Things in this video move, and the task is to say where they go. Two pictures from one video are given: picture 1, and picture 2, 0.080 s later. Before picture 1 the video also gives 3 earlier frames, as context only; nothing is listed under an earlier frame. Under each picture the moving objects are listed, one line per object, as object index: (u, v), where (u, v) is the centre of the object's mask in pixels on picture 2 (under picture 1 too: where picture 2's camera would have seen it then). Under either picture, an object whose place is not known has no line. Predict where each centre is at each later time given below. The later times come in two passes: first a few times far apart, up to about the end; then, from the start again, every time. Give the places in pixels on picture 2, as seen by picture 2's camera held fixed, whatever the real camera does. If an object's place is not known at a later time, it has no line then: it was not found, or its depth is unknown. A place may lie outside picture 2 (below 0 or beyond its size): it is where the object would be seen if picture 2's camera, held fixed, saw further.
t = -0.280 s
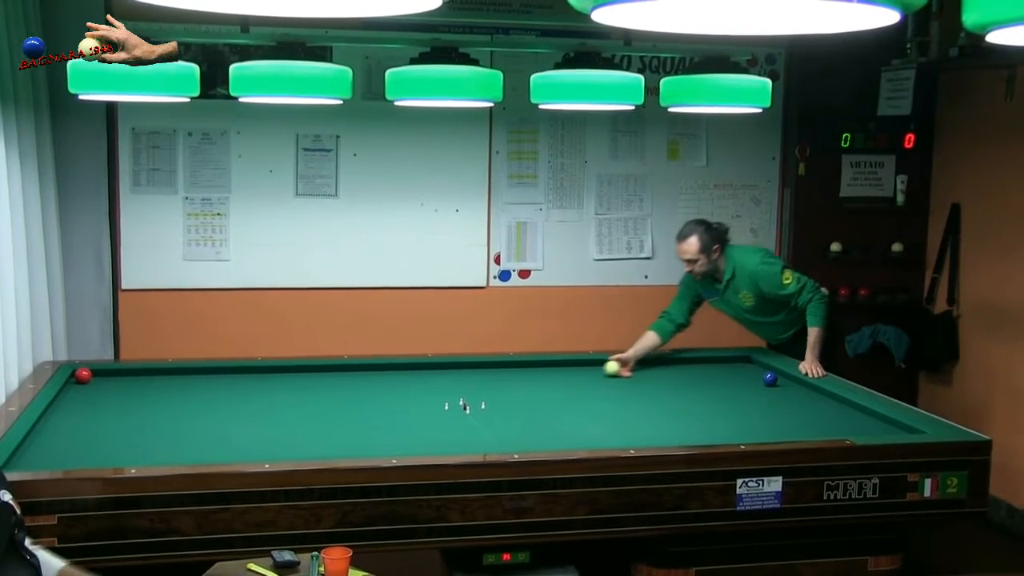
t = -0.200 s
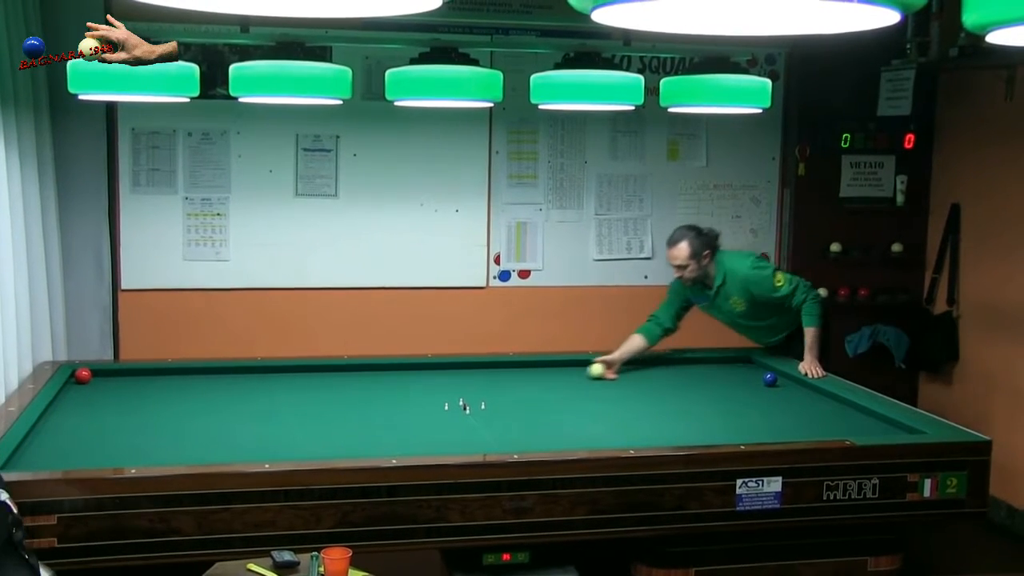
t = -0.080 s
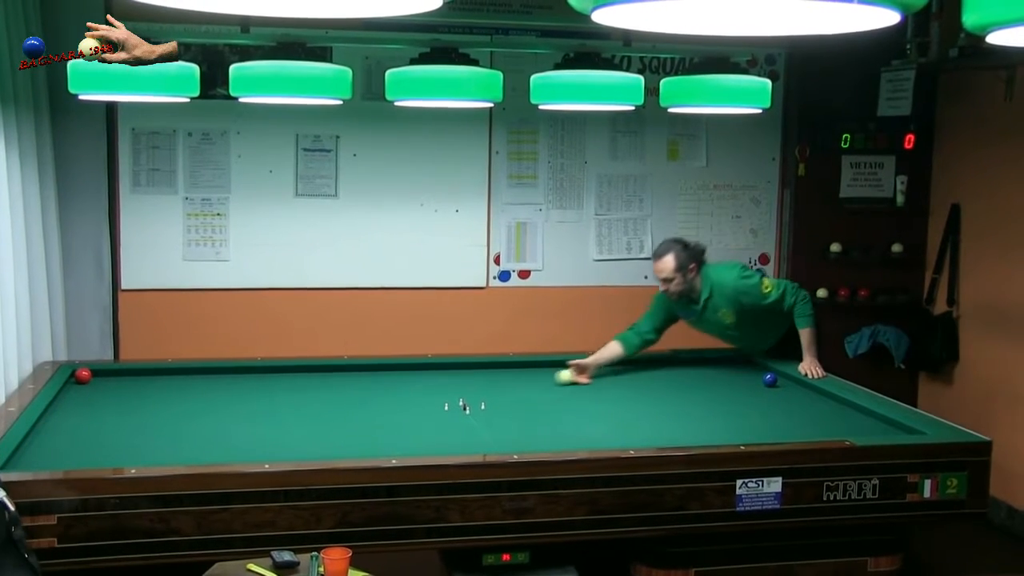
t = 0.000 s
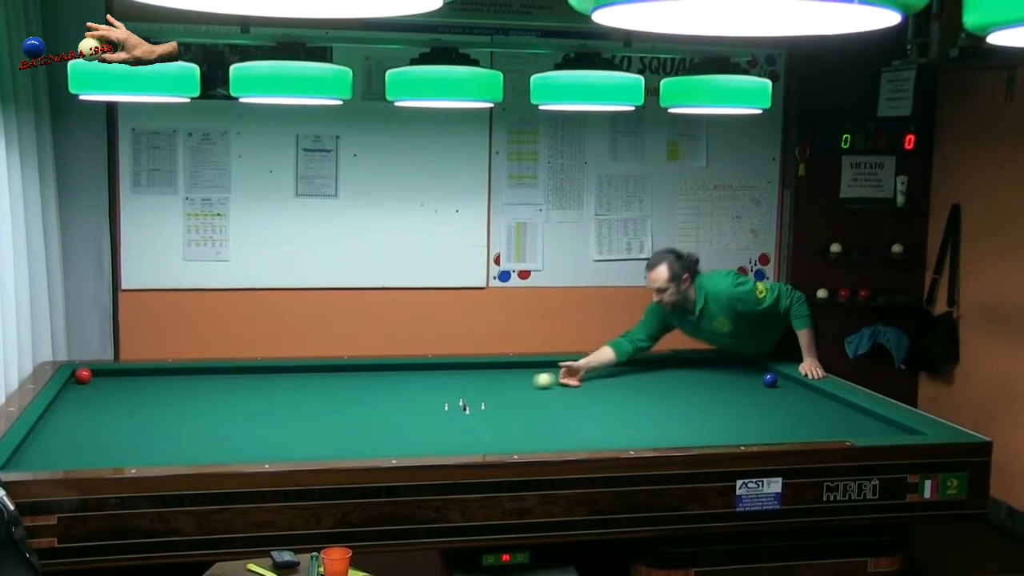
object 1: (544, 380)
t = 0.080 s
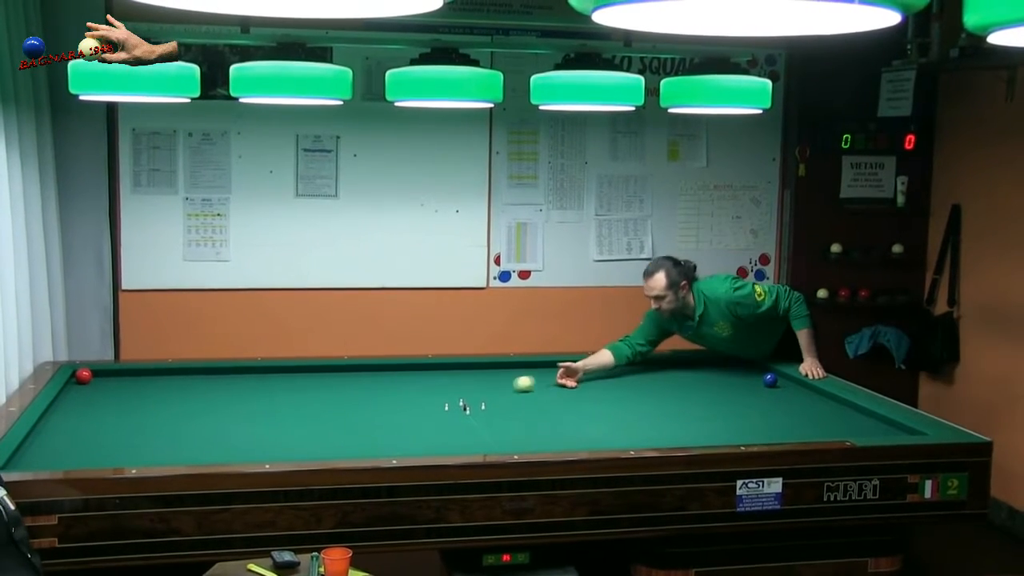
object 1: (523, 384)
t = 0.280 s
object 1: (476, 391)
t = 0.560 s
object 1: (404, 401)
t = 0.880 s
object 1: (314, 415)
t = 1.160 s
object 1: (227, 427)
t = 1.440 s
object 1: (132, 441)
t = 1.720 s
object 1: (26, 457)
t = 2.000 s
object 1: (82, 459)
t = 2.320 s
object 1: (140, 458)
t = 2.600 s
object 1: (186, 454)
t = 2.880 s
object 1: (229, 450)
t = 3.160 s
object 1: (270, 446)
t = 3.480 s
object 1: (312, 440)
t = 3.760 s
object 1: (348, 436)
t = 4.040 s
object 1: (381, 432)
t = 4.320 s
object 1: (412, 428)
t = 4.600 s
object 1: (440, 424)
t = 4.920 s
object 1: (471, 420)
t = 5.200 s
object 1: (496, 417)
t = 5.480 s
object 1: (519, 414)
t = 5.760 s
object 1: (541, 411)
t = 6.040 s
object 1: (562, 408)
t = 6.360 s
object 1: (585, 405)
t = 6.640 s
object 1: (602, 403)
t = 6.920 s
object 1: (620, 400)
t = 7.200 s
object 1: (635, 397)
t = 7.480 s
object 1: (650, 396)
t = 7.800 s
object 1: (666, 393)
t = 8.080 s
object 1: (679, 392)
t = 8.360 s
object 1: (690, 390)
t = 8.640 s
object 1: (701, 388)
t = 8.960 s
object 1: (713, 387)
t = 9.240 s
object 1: (722, 385)
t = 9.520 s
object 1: (731, 384)
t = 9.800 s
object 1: (739, 383)
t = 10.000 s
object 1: (743, 383)
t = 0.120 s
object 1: (514, 385)
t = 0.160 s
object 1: (505, 386)
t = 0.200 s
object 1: (495, 388)
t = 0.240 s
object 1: (486, 389)
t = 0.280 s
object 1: (476, 391)
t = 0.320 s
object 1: (466, 392)
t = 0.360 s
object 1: (455, 393)
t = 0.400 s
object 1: (445, 395)
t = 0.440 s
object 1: (435, 397)
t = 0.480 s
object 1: (425, 398)
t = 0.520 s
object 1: (414, 399)
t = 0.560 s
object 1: (404, 401)
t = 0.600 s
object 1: (393, 403)
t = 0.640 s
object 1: (382, 405)
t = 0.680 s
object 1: (371, 406)
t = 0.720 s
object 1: (360, 408)
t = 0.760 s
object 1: (348, 409)
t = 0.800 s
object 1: (337, 411)
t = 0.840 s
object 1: (325, 413)
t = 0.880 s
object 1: (314, 415)
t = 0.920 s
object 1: (302, 416)
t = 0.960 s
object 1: (290, 418)
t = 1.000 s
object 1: (278, 420)
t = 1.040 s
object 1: (266, 422)
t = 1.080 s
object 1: (254, 423)
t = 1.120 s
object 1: (240, 425)
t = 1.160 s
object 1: (227, 427)
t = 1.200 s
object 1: (214, 429)
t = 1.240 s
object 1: (201, 431)
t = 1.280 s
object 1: (187, 433)
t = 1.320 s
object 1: (173, 435)
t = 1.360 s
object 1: (160, 437)
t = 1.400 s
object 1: (146, 439)
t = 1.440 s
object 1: (132, 441)
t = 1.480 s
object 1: (118, 443)
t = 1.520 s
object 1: (103, 446)
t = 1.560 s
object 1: (88, 448)
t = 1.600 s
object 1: (73, 450)
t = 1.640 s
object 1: (57, 453)
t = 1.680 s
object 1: (42, 455)
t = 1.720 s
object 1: (26, 457)
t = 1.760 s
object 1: (23, 458)
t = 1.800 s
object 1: (35, 458)
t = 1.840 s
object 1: (46, 458)
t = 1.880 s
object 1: (57, 459)
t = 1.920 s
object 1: (66, 459)
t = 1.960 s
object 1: (75, 459)
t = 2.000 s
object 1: (82, 459)
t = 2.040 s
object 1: (90, 460)
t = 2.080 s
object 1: (97, 460)
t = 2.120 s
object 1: (105, 461)
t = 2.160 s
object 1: (112, 461)
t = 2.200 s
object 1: (119, 460)
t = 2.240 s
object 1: (127, 459)
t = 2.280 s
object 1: (134, 459)
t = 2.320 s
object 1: (140, 458)
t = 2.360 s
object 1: (148, 457)
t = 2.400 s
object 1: (154, 457)
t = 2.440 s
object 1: (161, 456)
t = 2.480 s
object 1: (167, 456)
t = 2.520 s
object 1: (173, 455)
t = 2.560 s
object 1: (180, 454)
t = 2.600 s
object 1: (186, 454)
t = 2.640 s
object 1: (192, 453)
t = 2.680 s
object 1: (199, 452)
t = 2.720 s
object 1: (205, 451)
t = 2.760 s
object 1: (211, 451)
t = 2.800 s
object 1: (217, 451)
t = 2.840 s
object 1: (224, 450)
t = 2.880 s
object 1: (229, 450)
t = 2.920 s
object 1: (235, 449)
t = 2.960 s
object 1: (241, 449)
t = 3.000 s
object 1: (247, 448)
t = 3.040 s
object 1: (253, 448)
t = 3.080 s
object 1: (259, 448)
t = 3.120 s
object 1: (264, 447)
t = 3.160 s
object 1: (270, 446)
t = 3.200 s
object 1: (275, 446)
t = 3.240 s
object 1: (281, 445)
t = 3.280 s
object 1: (287, 444)
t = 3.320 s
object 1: (292, 443)
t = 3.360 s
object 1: (297, 443)
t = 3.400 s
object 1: (302, 442)
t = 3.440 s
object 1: (307, 441)
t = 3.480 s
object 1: (312, 440)
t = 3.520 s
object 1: (318, 440)
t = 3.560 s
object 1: (323, 439)
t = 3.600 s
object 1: (328, 438)
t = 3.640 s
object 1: (333, 438)
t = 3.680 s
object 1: (338, 437)
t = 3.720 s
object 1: (343, 437)
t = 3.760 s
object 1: (348, 436)
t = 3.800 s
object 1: (353, 435)
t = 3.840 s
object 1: (357, 435)
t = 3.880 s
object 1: (362, 434)
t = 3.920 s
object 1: (367, 434)
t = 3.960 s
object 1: (372, 433)
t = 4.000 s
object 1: (376, 432)
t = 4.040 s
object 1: (381, 432)
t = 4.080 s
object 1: (385, 431)
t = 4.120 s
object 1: (390, 431)
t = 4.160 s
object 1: (394, 430)
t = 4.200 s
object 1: (399, 430)
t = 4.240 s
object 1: (403, 429)
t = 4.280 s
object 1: (407, 428)
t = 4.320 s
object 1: (412, 428)
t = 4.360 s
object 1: (416, 427)
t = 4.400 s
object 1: (420, 427)
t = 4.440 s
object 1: (424, 426)
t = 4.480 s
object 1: (428, 425)
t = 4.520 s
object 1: (432, 425)
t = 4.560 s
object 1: (436, 424)
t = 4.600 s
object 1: (440, 424)
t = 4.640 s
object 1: (444, 423)
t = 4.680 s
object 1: (448, 423)
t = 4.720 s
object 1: (452, 422)
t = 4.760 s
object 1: (456, 422)
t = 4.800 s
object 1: (460, 421)
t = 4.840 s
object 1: (463, 421)
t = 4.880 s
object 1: (467, 420)
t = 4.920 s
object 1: (471, 420)
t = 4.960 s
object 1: (474, 419)
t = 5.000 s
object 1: (478, 419)
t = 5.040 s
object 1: (482, 418)
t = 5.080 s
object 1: (485, 418)
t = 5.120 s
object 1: (489, 417)
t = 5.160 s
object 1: (493, 417)
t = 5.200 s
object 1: (496, 417)
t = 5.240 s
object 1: (499, 416)
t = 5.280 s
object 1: (503, 416)
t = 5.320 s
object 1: (506, 415)
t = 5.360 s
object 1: (509, 415)
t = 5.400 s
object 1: (513, 415)
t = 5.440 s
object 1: (516, 414)
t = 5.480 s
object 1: (519, 414)
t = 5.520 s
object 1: (523, 413)
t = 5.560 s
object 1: (526, 413)
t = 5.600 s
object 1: (529, 413)
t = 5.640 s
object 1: (532, 412)
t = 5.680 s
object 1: (535, 411)
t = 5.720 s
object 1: (538, 411)
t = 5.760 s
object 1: (541, 411)
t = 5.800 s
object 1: (545, 410)
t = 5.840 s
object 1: (547, 410)
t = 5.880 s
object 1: (551, 410)
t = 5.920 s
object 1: (554, 409)
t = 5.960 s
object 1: (556, 409)
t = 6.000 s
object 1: (559, 408)
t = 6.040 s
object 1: (562, 408)
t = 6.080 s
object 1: (565, 407)
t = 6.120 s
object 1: (568, 407)
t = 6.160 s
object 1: (571, 407)
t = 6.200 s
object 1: (574, 406)
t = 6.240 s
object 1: (576, 406)
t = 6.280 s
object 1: (579, 406)
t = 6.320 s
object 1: (582, 405)
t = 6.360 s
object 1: (585, 405)
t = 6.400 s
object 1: (587, 404)
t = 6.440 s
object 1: (590, 404)
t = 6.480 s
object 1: (592, 404)
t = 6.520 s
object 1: (595, 403)
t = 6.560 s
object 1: (597, 403)
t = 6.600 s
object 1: (600, 403)
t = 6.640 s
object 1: (602, 403)
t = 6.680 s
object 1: (605, 402)
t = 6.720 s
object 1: (607, 402)
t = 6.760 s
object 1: (610, 401)
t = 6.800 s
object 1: (613, 401)
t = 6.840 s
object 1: (615, 400)
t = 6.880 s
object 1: (617, 400)
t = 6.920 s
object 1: (620, 400)
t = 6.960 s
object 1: (622, 399)
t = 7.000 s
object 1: (624, 399)
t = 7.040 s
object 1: (626, 399)
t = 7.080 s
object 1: (628, 399)
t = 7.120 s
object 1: (631, 398)
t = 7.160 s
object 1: (633, 398)
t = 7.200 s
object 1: (635, 397)
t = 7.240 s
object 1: (638, 397)
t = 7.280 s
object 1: (640, 397)
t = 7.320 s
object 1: (642, 397)
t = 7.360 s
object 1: (644, 396)
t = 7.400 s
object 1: (646, 396)
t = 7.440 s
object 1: (648, 396)
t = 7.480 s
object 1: (650, 396)
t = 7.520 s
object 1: (652, 395)
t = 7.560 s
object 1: (654, 395)
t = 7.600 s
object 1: (656, 395)
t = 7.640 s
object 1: (658, 394)
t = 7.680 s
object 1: (660, 394)
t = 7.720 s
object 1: (662, 394)
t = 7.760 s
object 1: (664, 393)
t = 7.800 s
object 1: (666, 393)
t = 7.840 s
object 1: (668, 393)
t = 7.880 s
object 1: (670, 393)
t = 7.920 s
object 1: (672, 393)
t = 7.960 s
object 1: (674, 392)
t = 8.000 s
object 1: (675, 392)
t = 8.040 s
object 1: (677, 392)
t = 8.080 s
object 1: (679, 392)
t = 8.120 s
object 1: (681, 391)
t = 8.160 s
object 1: (682, 391)
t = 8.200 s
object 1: (684, 391)
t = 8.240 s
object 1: (685, 391)
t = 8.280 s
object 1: (687, 390)
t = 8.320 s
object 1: (689, 390)
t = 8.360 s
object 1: (690, 390)
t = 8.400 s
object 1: (692, 390)
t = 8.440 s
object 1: (694, 389)
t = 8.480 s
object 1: (695, 389)
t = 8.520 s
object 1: (697, 389)
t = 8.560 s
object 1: (698, 389)
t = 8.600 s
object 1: (700, 388)
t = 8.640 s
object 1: (701, 388)
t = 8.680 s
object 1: (703, 388)
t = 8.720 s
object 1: (704, 388)
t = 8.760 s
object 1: (706, 387)
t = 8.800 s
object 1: (707, 387)
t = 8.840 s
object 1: (709, 387)
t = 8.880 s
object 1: (710, 387)
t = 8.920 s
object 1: (712, 387)
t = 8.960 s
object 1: (713, 387)
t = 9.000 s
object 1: (714, 386)
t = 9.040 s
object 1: (715, 386)
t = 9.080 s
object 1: (717, 386)
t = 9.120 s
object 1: (718, 386)
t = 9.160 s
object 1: (719, 386)
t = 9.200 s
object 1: (721, 385)
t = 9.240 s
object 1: (722, 385)
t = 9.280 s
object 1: (723, 385)
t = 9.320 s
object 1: (725, 385)
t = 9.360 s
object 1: (726, 385)
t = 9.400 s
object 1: (727, 385)
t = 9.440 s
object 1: (728, 385)
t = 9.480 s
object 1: (729, 384)
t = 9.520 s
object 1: (731, 384)
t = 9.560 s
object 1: (732, 384)
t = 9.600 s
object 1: (733, 384)
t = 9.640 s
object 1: (734, 384)
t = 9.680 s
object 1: (735, 383)
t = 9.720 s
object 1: (736, 384)
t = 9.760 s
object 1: (737, 383)
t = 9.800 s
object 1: (739, 383)
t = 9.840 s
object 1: (739, 383)
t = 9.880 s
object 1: (741, 383)
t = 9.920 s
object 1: (742, 383)
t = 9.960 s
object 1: (743, 383)
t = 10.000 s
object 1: (743, 383)
